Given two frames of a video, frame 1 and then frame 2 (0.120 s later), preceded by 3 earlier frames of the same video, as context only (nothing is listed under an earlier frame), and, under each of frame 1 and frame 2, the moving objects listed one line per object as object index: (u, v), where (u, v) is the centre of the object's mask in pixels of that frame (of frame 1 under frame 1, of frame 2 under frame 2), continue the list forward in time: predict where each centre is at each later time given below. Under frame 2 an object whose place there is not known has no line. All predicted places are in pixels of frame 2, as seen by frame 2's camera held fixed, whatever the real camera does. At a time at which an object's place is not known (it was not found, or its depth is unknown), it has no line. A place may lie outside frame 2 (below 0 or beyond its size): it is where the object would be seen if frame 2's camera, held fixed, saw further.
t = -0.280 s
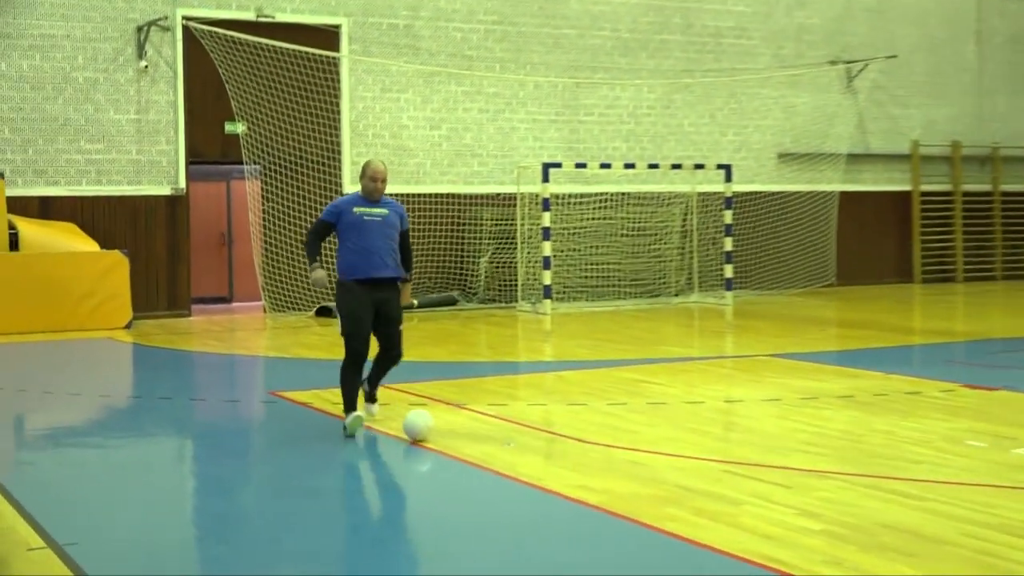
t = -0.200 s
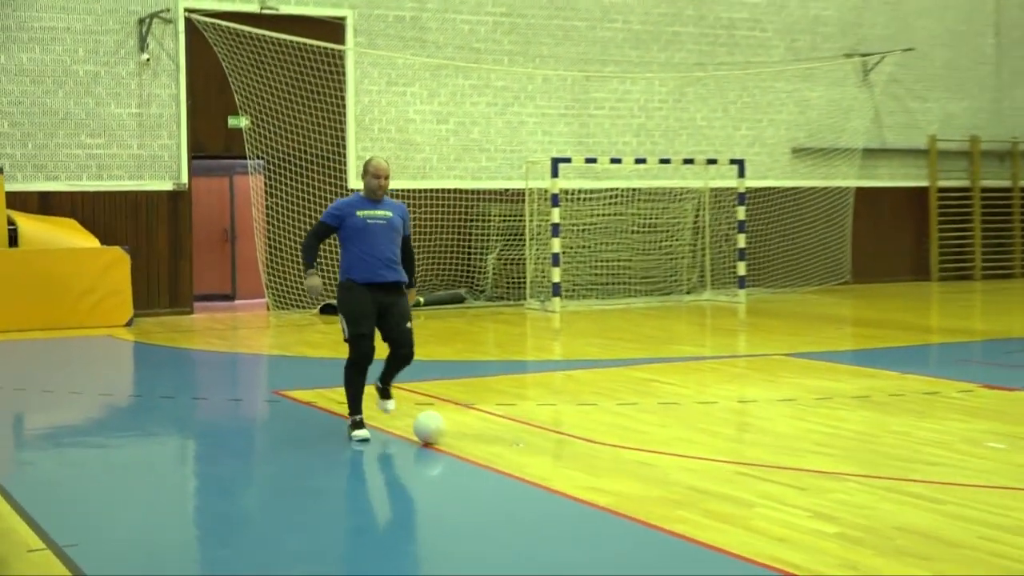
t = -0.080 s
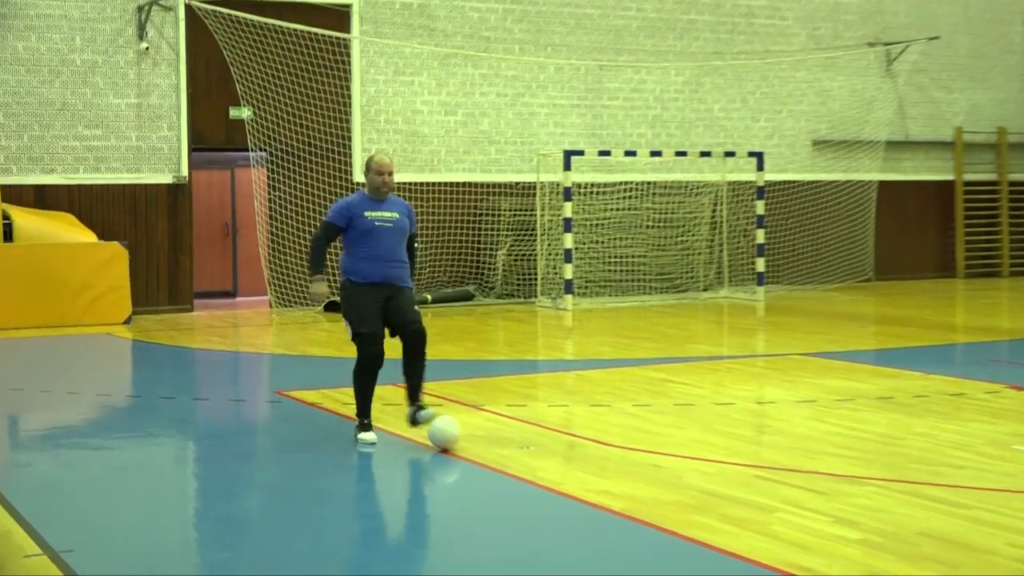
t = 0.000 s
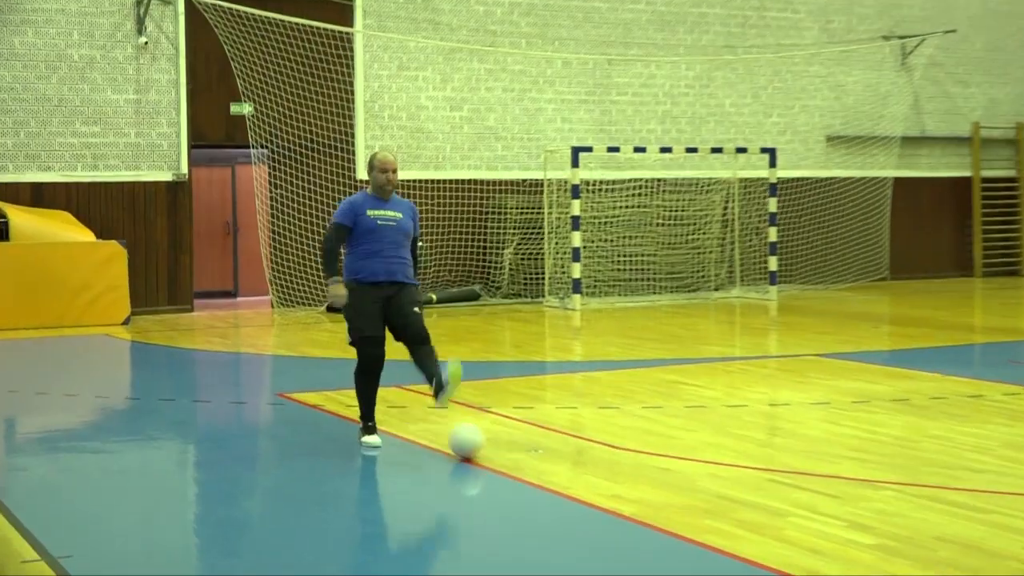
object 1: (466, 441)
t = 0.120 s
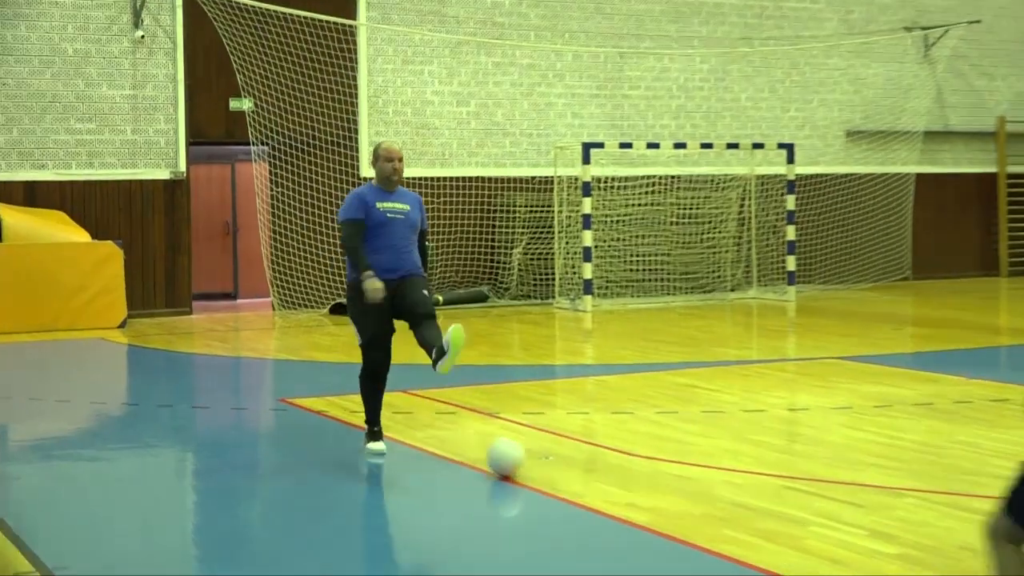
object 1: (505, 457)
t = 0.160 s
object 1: (515, 457)
